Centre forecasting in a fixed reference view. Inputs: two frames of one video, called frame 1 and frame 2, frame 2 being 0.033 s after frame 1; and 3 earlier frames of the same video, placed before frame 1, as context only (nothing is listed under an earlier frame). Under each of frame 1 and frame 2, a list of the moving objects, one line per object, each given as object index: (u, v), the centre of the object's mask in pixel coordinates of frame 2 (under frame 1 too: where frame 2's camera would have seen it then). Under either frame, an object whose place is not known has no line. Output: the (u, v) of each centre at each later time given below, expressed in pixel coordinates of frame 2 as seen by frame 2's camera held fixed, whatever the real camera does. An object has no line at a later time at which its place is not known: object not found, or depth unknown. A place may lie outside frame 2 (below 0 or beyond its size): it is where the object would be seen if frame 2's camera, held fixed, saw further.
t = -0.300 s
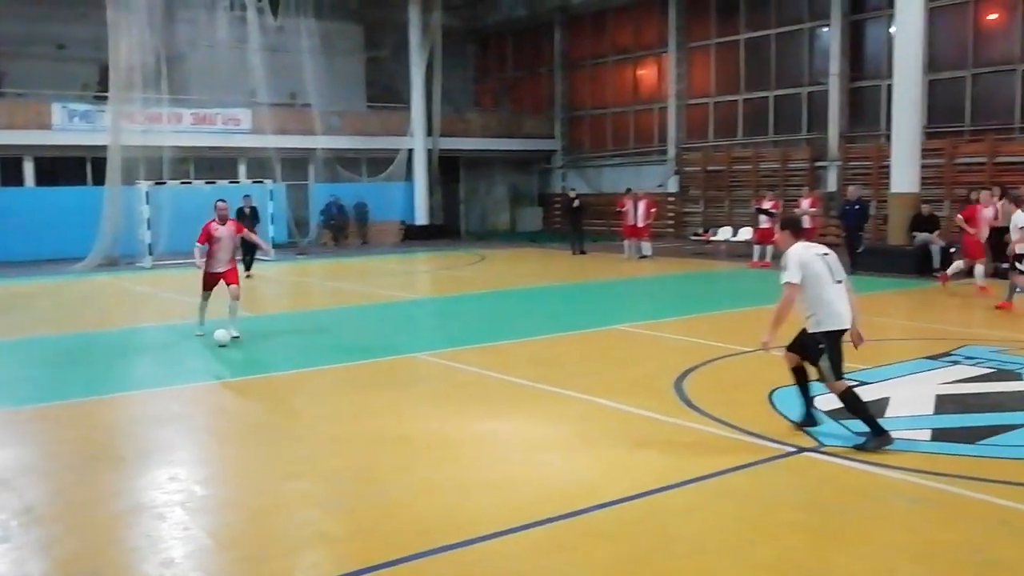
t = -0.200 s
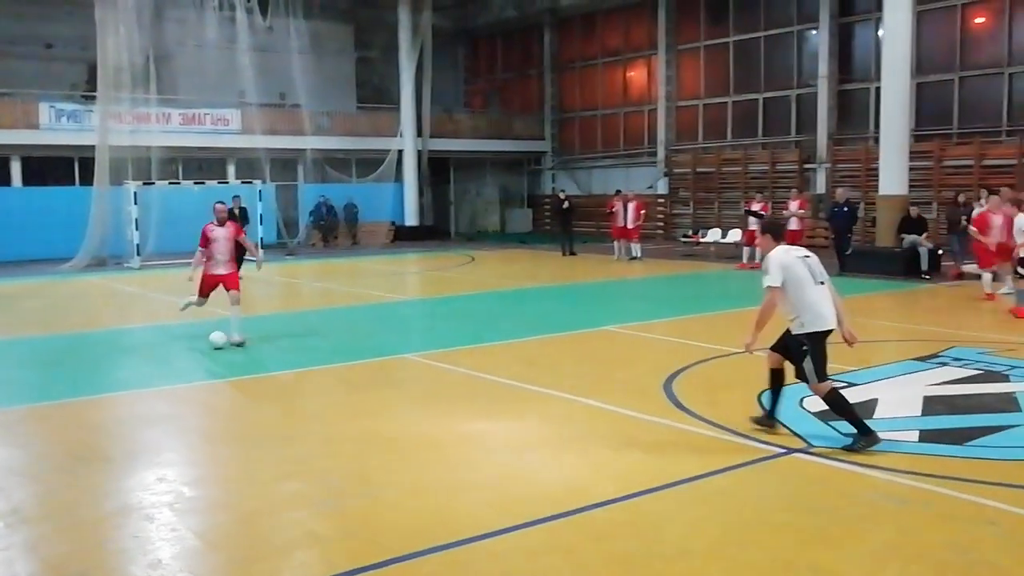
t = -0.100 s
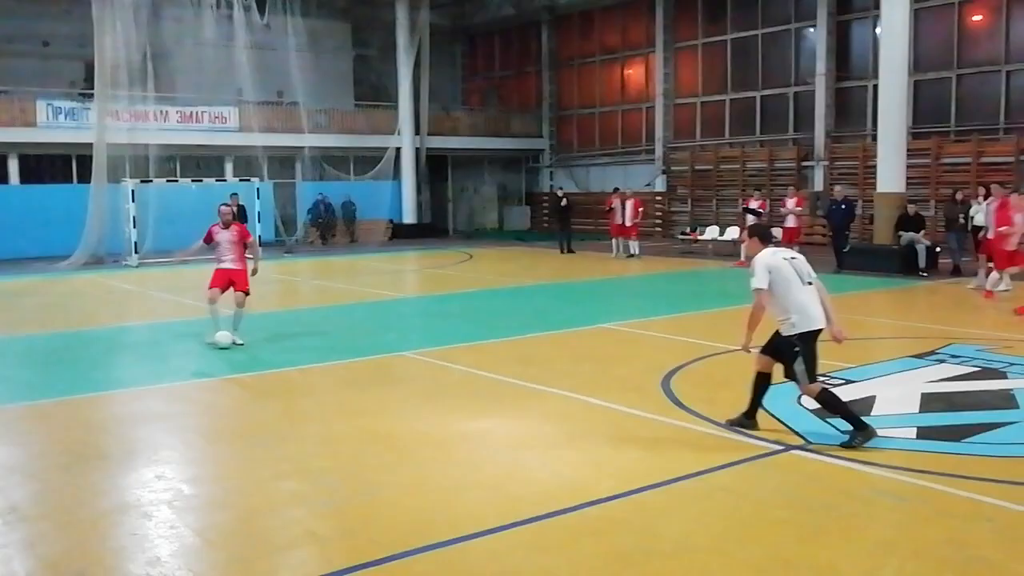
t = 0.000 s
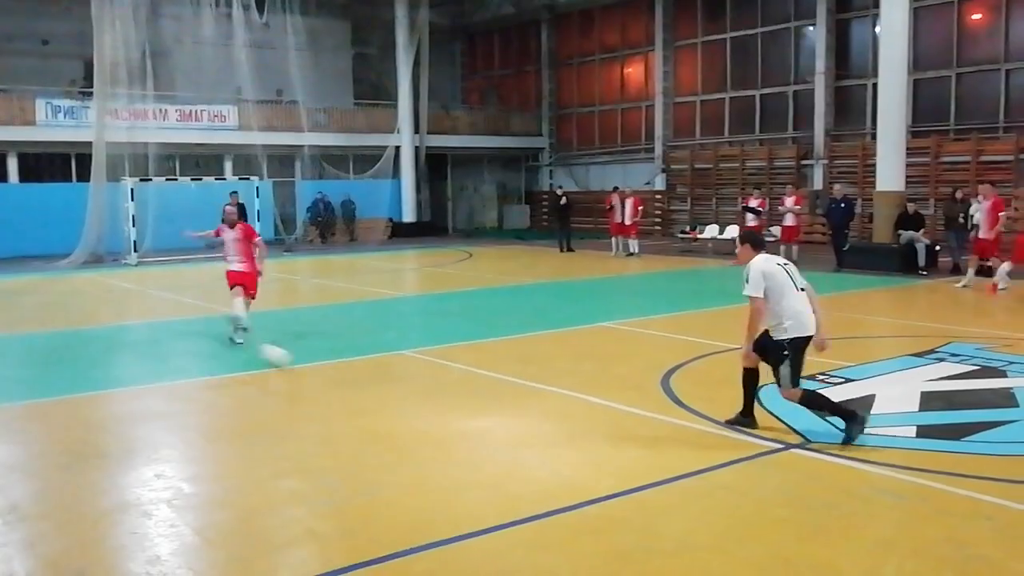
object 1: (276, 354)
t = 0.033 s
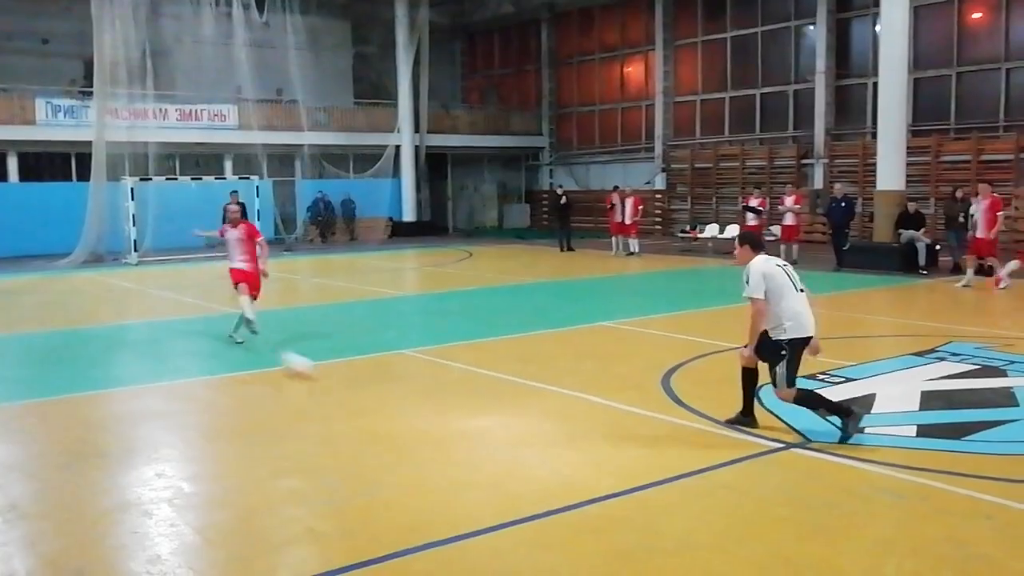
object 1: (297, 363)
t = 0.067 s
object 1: (323, 374)
